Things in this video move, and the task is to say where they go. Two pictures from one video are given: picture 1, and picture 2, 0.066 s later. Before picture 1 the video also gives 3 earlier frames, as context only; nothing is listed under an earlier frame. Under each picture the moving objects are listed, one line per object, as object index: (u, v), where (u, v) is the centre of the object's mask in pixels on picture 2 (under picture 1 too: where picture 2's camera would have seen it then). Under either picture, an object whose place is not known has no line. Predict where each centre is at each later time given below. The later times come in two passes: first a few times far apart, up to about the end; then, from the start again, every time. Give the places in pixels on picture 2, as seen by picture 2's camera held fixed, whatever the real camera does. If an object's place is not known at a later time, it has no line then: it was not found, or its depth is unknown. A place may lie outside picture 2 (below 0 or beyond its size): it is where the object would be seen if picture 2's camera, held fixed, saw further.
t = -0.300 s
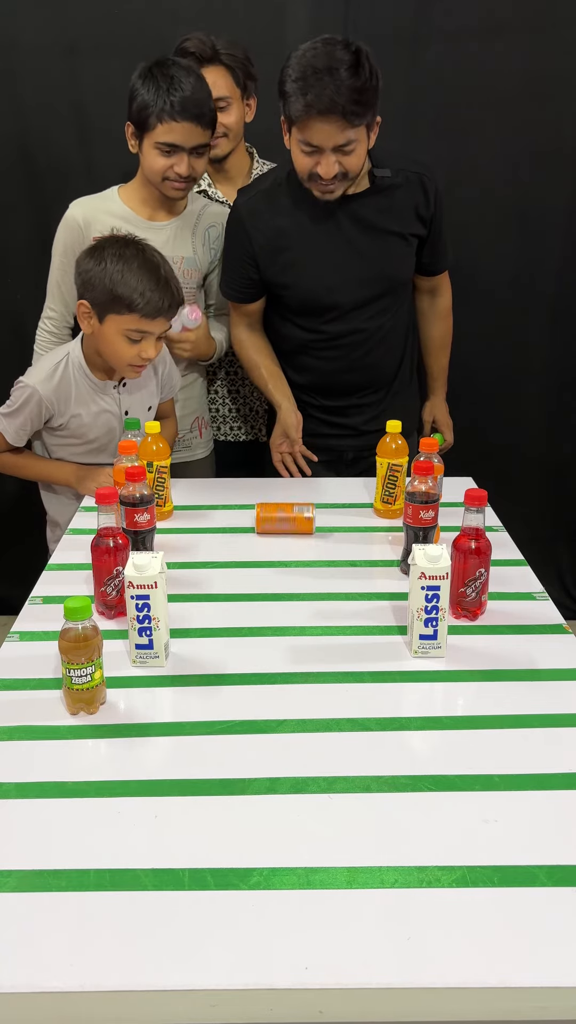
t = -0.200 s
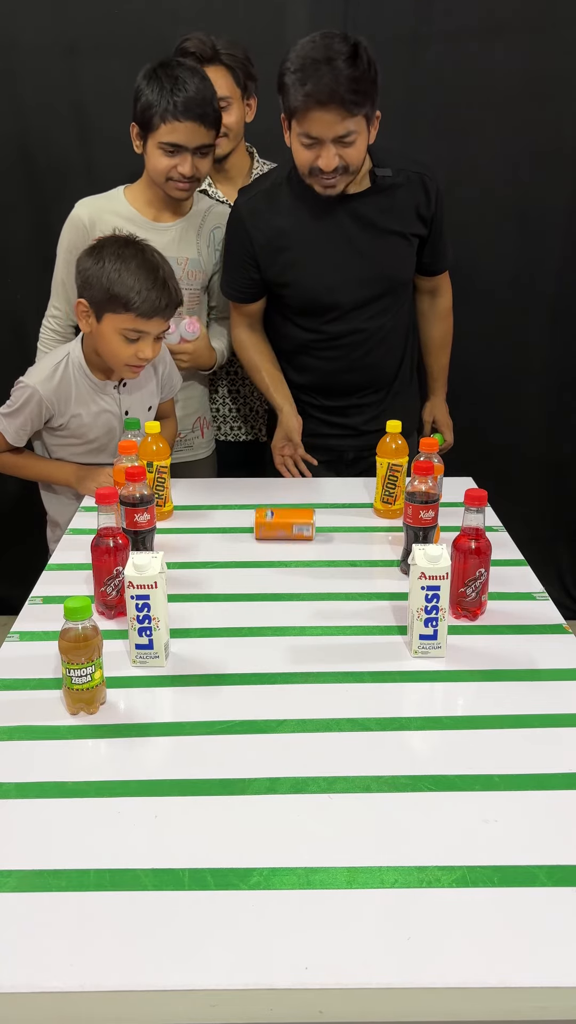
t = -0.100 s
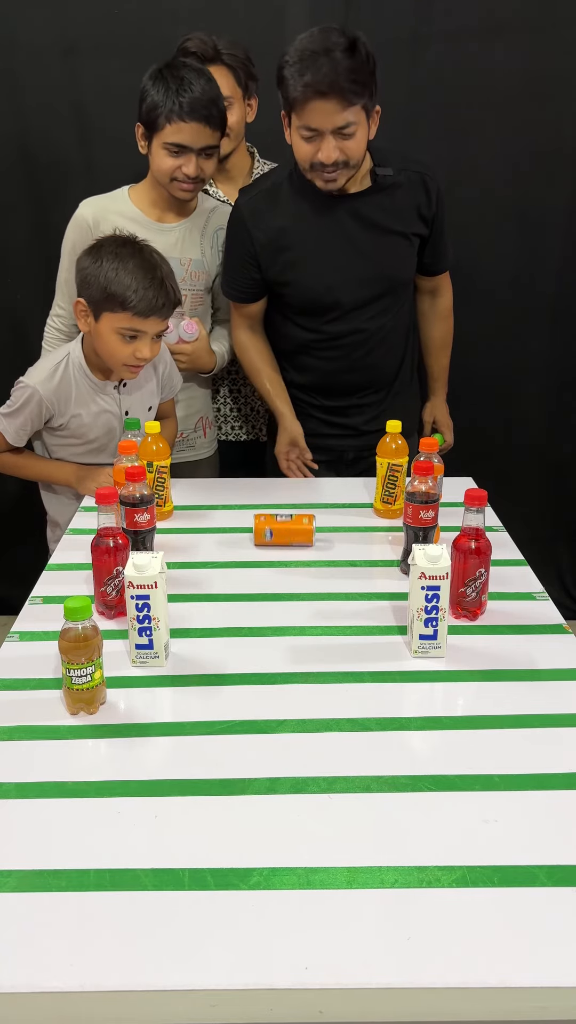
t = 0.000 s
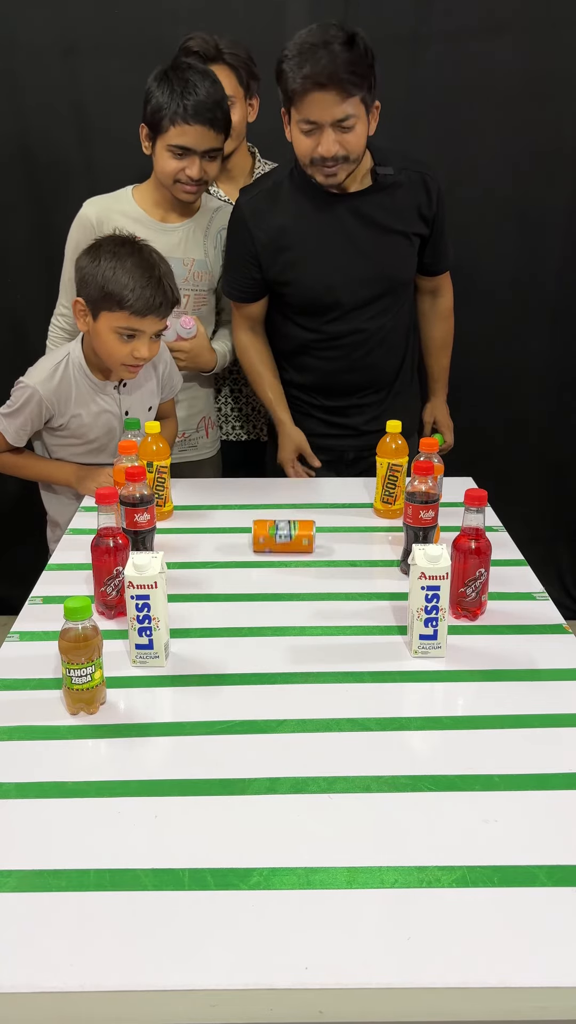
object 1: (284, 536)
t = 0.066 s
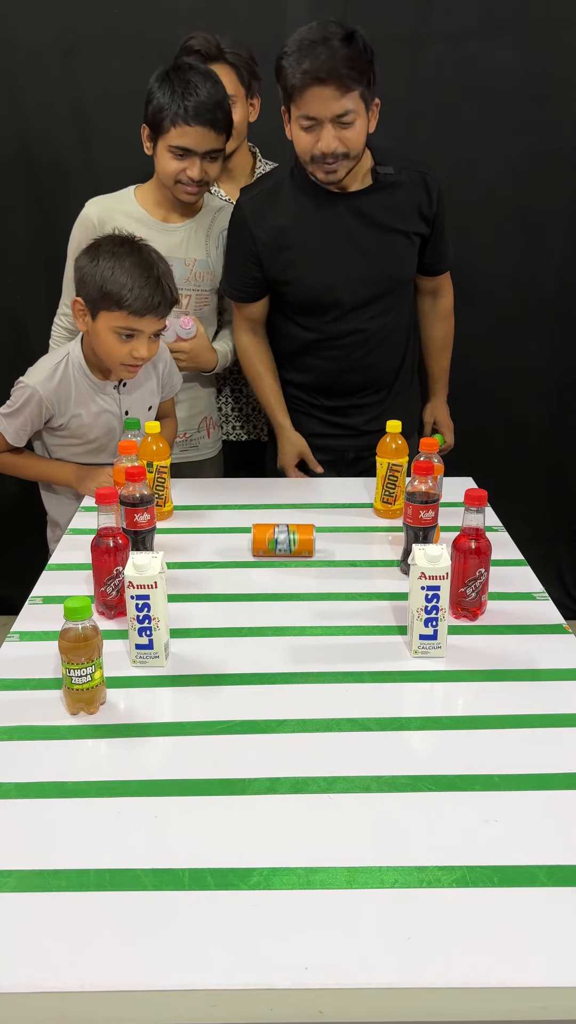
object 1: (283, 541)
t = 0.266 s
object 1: (282, 552)
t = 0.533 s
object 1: (281, 568)
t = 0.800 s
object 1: (279, 585)
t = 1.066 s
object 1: (278, 602)
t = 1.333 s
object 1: (276, 619)
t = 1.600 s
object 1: (274, 637)
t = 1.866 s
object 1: (273, 657)
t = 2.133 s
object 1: (271, 675)
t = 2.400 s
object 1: (268, 694)
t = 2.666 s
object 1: (266, 714)
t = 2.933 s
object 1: (264, 736)
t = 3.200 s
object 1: (262, 755)
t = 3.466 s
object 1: (260, 772)
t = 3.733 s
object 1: (258, 790)
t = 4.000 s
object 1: (256, 812)
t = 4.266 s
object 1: (253, 836)
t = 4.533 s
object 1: (251, 856)
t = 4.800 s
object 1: (249, 870)
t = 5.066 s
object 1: (247, 886)
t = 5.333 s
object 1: (245, 903)
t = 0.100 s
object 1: (283, 543)
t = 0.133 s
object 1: (283, 545)
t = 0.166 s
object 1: (283, 547)
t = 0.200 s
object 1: (283, 549)
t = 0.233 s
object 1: (282, 551)
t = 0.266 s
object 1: (282, 552)
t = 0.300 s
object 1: (282, 555)
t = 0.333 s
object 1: (282, 556)
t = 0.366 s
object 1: (282, 558)
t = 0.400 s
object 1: (282, 560)
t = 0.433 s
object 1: (281, 562)
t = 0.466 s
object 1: (281, 564)
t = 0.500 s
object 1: (281, 566)
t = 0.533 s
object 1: (281, 568)
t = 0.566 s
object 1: (280, 570)
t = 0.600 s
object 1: (280, 572)
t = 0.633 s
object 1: (280, 574)
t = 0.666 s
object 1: (280, 576)
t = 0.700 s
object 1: (280, 579)
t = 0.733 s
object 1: (280, 581)
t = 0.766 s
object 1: (279, 583)
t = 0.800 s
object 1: (279, 585)
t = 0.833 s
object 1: (279, 588)
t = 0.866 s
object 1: (279, 590)
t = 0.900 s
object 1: (279, 592)
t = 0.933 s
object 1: (279, 594)
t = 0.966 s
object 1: (278, 596)
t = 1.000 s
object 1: (278, 598)
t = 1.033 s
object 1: (278, 601)
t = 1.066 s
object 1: (278, 602)
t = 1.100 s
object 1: (277, 604)
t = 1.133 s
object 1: (277, 606)
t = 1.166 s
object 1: (277, 609)
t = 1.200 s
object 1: (277, 611)
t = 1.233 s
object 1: (277, 612)
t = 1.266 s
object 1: (276, 615)
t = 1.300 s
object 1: (276, 616)
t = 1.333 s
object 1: (276, 619)
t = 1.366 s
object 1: (276, 621)
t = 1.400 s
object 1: (276, 623)
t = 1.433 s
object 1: (276, 625)
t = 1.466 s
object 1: (275, 628)
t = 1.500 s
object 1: (275, 630)
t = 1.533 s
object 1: (275, 633)
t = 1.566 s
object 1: (274, 635)
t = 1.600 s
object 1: (274, 637)
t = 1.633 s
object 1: (274, 640)
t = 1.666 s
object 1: (274, 642)
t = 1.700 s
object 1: (273, 645)
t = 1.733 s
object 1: (273, 647)
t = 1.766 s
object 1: (273, 650)
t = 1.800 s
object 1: (273, 652)
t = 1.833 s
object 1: (273, 654)
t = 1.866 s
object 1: (273, 657)
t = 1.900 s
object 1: (272, 659)
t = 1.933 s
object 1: (272, 661)
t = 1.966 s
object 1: (272, 663)
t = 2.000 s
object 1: (272, 665)
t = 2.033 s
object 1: (272, 668)
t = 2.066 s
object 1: (271, 670)
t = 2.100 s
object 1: (271, 673)
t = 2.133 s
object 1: (271, 675)
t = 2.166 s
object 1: (270, 677)
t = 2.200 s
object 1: (270, 680)
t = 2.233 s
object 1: (270, 682)
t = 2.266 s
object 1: (270, 684)
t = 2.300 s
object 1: (269, 687)
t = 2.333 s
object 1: (269, 689)
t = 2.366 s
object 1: (269, 691)
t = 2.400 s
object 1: (268, 694)
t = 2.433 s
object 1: (268, 696)
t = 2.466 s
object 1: (268, 699)
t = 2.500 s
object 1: (268, 701)
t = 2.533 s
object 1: (267, 704)
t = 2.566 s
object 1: (267, 706)
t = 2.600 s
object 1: (267, 709)
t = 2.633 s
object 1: (267, 712)
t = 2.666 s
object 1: (266, 714)
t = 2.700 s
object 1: (266, 717)
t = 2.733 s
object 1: (266, 720)
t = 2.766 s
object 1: (266, 723)
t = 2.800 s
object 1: (265, 725)
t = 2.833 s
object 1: (265, 728)
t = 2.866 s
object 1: (265, 731)
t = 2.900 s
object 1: (264, 734)
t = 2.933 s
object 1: (264, 736)
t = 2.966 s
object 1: (264, 739)
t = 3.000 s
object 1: (264, 741)
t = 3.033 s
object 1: (263, 744)
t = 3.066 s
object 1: (263, 746)
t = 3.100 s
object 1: (263, 749)
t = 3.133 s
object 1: (262, 751)
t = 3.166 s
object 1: (262, 753)
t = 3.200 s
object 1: (262, 755)
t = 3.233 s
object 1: (262, 757)
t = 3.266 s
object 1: (261, 760)
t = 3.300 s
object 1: (261, 762)
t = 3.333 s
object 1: (261, 764)
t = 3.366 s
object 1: (260, 766)
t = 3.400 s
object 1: (260, 768)
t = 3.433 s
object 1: (260, 770)
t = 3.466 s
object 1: (260, 772)
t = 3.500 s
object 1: (260, 774)
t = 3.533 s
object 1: (259, 776)
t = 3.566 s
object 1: (259, 778)
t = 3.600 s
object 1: (259, 780)
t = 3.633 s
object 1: (259, 782)
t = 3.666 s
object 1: (258, 785)
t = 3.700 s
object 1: (258, 787)
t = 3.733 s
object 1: (258, 790)
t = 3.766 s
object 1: (258, 793)
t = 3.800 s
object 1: (257, 795)
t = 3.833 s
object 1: (257, 798)
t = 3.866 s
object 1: (257, 801)
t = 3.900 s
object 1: (256, 803)
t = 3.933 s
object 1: (256, 806)
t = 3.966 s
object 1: (256, 809)
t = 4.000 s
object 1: (256, 812)
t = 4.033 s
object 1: (255, 815)
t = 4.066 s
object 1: (255, 818)
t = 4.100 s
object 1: (255, 821)
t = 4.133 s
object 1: (254, 824)
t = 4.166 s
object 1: (254, 827)
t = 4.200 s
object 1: (254, 830)
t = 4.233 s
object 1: (253, 833)
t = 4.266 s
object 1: (253, 836)
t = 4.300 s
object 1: (253, 839)
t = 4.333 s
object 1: (252, 842)
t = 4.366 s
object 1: (252, 845)
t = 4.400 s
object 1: (252, 847)
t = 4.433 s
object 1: (251, 849)
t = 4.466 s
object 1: (251, 852)
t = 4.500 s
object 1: (251, 854)
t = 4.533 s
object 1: (251, 856)
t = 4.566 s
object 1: (250, 858)
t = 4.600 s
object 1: (250, 860)
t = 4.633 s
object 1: (250, 862)
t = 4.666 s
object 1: (250, 864)
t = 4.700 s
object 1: (249, 865)
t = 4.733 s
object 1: (249, 867)
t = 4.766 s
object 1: (249, 868)
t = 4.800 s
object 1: (249, 870)
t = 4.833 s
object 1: (249, 872)
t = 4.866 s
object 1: (248, 874)
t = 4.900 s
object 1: (248, 876)
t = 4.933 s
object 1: (248, 878)
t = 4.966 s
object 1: (248, 880)
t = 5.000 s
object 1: (247, 882)
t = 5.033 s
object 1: (247, 884)
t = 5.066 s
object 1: (247, 886)
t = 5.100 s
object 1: (247, 888)
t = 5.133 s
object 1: (246, 890)
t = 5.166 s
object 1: (246, 892)
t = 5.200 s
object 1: (246, 895)
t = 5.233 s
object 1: (246, 897)
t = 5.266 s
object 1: (245, 899)
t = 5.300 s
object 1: (245, 901)
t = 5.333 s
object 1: (245, 903)
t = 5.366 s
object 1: (245, 905)
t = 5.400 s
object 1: (244, 907)
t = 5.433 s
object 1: (244, 910)
